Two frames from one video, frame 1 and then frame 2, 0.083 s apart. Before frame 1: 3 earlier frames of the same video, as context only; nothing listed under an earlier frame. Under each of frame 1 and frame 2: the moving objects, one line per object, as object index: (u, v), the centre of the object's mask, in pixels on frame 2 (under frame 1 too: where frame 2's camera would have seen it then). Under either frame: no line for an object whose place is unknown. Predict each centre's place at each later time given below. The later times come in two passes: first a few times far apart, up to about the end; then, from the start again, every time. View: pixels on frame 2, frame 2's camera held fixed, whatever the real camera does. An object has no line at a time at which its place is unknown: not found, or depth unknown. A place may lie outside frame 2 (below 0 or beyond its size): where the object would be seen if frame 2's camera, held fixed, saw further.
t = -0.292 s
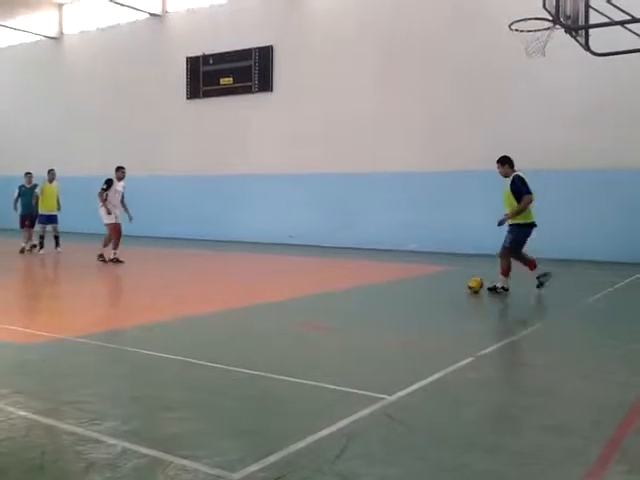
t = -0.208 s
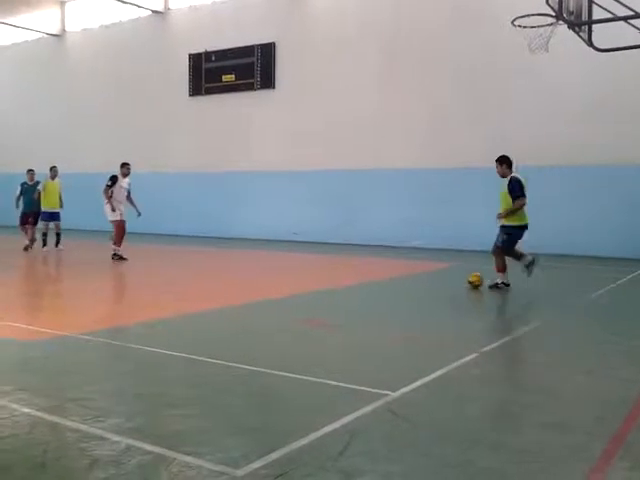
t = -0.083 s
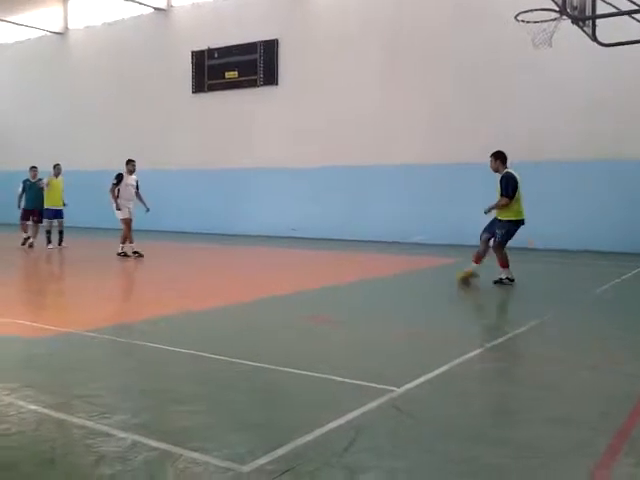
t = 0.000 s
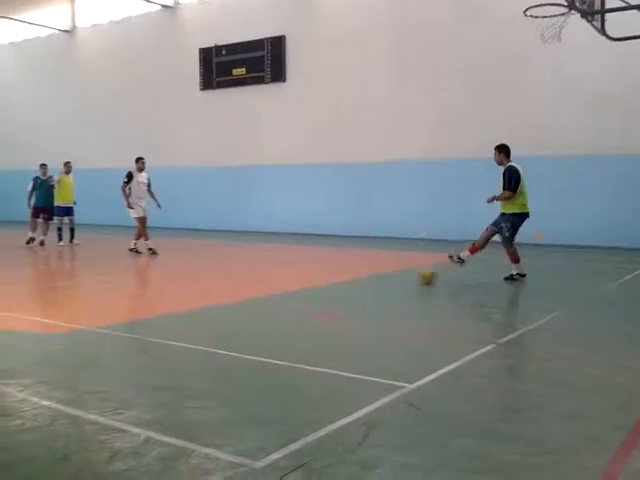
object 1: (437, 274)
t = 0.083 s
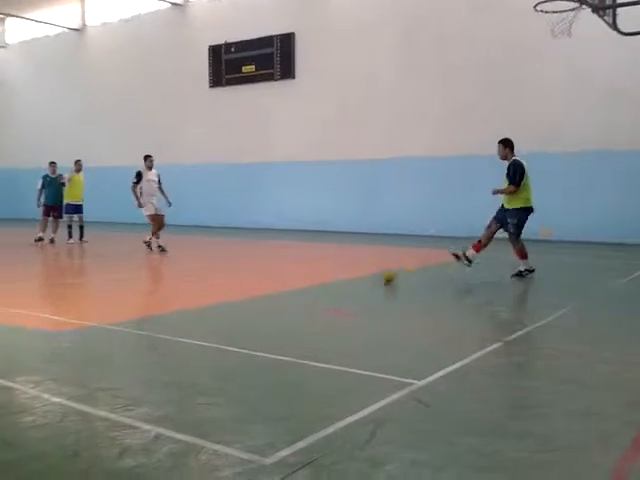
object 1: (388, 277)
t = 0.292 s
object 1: (256, 286)
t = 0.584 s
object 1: (55, 299)
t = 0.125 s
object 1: (362, 278)
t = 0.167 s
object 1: (337, 280)
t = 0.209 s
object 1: (311, 284)
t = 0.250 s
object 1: (284, 284)
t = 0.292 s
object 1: (256, 286)
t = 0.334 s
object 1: (228, 289)
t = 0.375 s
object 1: (199, 290)
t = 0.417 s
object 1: (170, 291)
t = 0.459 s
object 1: (145, 294)
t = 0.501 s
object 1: (115, 296)
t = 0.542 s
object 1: (84, 298)
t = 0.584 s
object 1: (55, 299)
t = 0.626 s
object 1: (25, 300)
